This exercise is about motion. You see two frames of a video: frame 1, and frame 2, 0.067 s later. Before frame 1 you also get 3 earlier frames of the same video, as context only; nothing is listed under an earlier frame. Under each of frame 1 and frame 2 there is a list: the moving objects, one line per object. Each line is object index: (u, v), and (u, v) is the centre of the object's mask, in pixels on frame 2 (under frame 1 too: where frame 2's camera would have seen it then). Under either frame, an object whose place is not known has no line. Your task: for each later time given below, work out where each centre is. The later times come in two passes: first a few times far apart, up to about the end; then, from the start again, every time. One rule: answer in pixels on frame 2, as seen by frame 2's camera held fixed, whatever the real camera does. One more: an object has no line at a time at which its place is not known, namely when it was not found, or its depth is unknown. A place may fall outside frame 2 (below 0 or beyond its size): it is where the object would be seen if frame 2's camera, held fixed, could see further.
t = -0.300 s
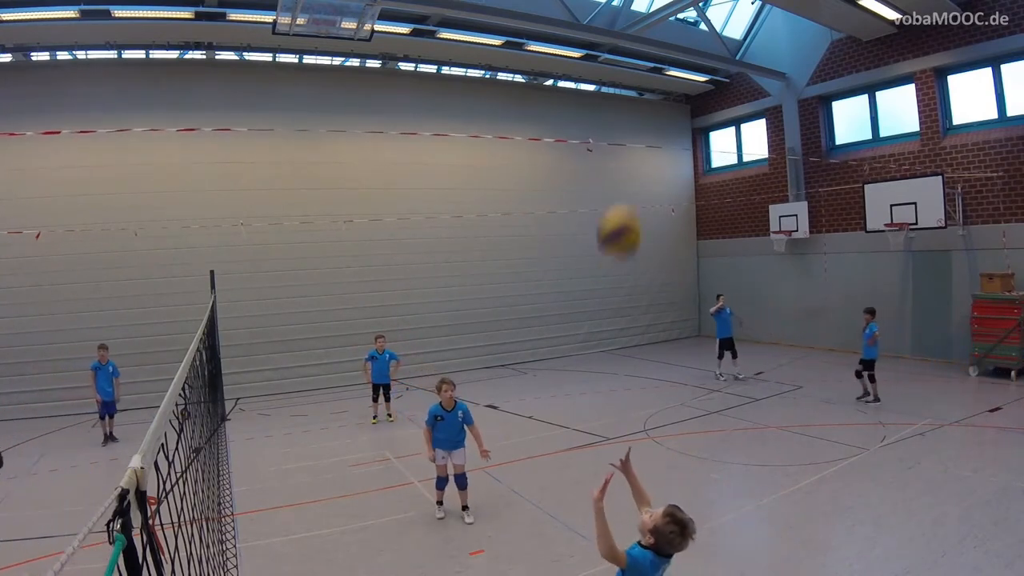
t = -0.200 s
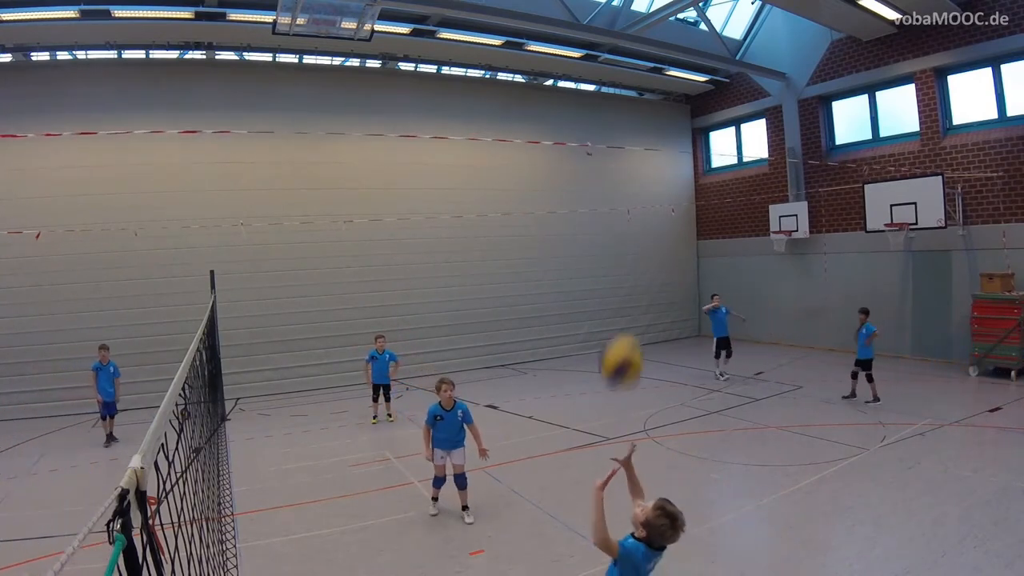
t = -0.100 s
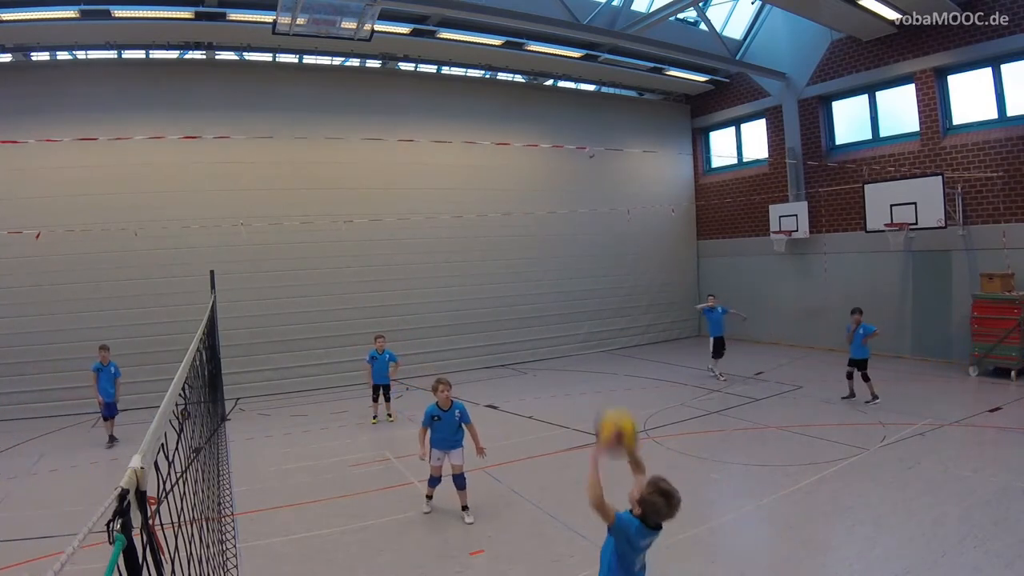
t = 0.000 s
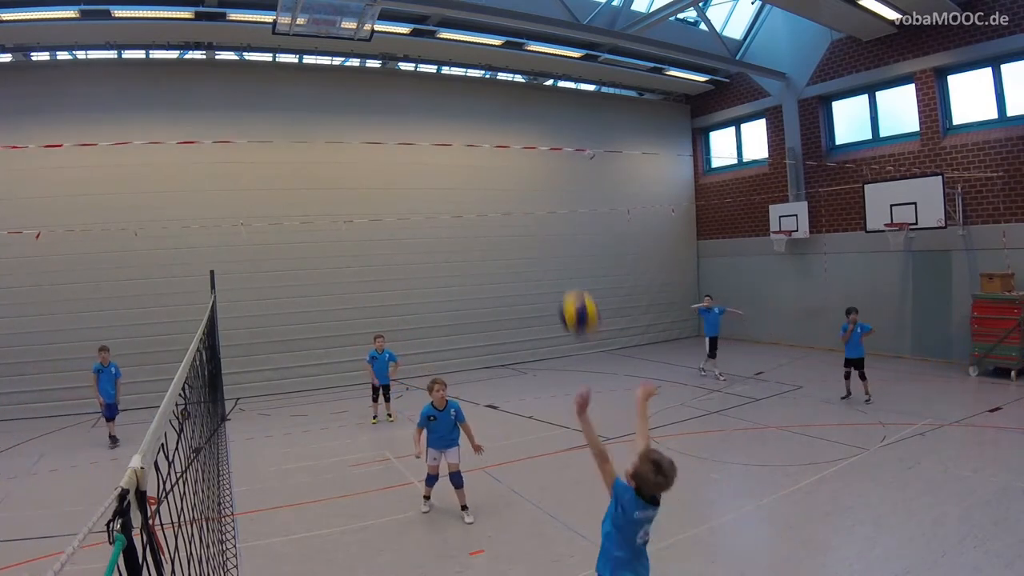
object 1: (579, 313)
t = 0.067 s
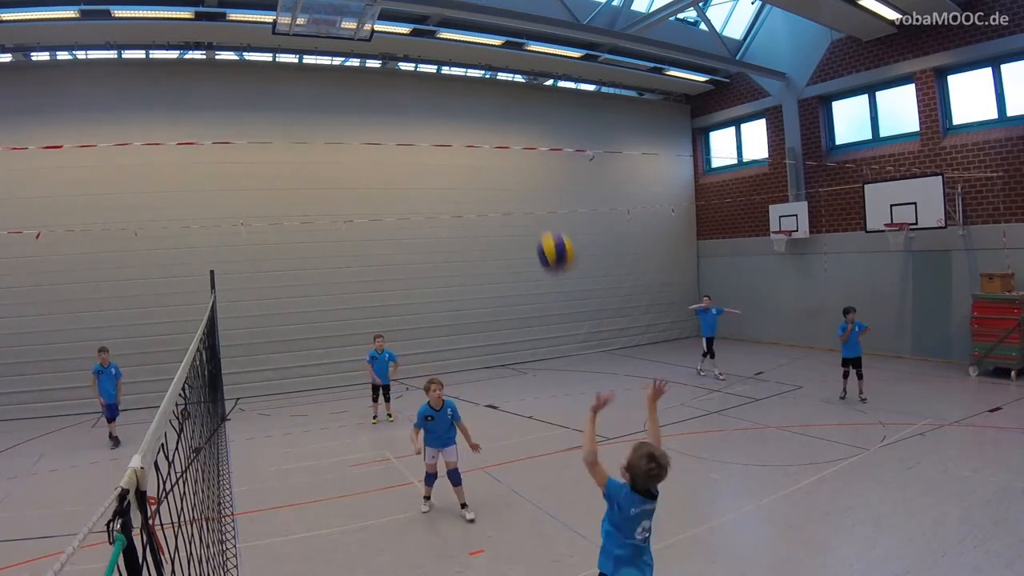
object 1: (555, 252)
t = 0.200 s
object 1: (517, 170)
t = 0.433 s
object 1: (468, 114)
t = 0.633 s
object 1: (440, 132)
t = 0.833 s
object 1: (418, 191)
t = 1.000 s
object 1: (406, 266)
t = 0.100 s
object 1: (545, 227)
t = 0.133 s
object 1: (535, 205)
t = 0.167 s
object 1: (525, 186)
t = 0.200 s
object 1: (517, 170)
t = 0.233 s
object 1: (509, 155)
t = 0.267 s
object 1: (501, 143)
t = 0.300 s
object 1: (495, 134)
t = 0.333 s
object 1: (487, 126)
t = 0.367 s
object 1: (481, 121)
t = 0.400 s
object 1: (475, 117)
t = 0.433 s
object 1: (468, 114)
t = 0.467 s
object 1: (464, 114)
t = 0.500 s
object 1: (458, 115)
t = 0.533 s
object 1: (453, 117)
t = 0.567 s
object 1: (448, 121)
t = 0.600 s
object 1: (444, 125)
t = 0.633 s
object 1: (440, 132)
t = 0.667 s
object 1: (436, 139)
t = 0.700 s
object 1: (432, 147)
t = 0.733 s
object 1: (428, 157)
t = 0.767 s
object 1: (425, 167)
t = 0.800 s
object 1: (421, 179)
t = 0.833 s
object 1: (418, 191)
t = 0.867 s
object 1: (415, 204)
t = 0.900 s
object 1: (413, 218)
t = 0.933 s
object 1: (410, 233)
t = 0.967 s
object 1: (408, 249)
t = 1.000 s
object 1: (406, 266)
